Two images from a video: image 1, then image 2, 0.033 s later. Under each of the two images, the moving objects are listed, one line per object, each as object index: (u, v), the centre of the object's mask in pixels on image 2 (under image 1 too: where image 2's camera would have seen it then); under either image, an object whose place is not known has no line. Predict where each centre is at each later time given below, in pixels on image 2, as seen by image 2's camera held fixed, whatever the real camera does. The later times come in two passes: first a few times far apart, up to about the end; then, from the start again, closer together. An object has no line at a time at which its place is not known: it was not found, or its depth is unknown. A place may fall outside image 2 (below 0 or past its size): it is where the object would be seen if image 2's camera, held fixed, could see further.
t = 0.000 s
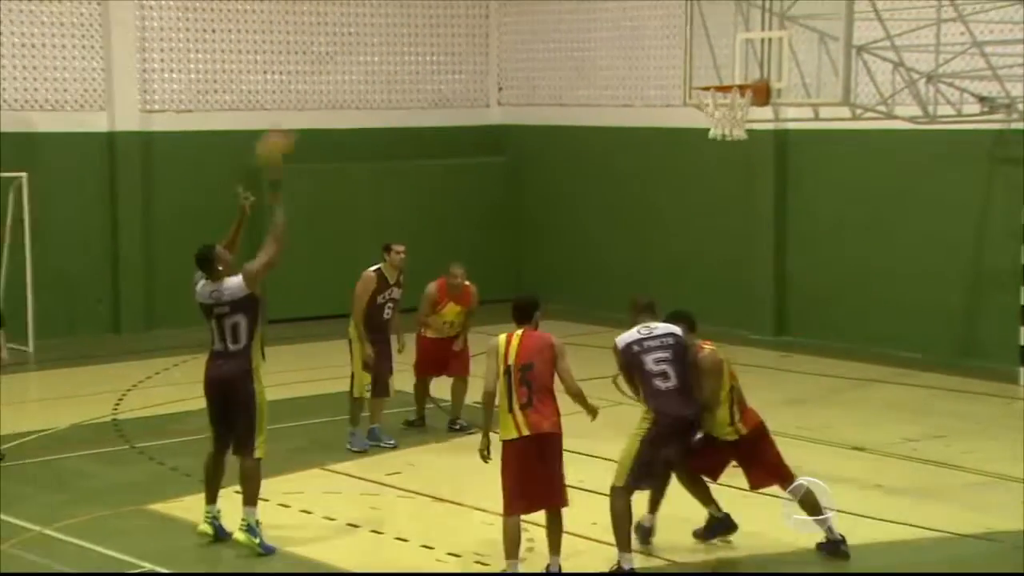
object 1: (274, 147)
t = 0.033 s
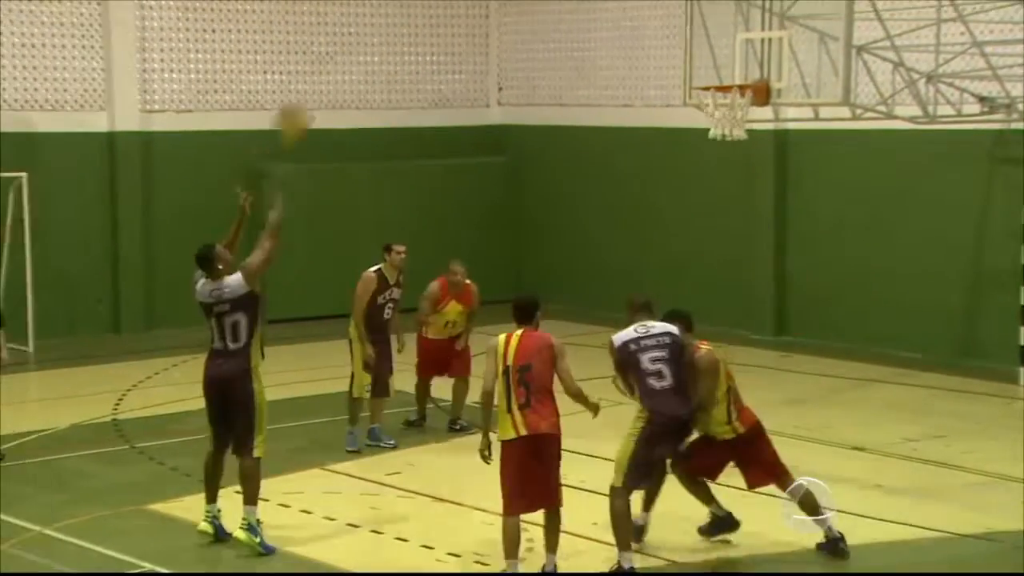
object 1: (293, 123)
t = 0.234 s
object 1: (390, 12)
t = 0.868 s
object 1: (669, 26)
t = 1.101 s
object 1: (744, 116)
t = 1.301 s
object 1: (770, 178)
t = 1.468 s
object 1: (789, 262)
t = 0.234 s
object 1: (390, 12)
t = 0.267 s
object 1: (408, 4)
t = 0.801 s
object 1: (640, 7)
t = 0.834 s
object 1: (656, 15)
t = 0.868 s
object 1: (669, 26)
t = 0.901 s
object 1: (680, 43)
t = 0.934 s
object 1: (693, 58)
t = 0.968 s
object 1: (704, 76)
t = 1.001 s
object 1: (724, 96)
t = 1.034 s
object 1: (738, 102)
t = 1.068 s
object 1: (744, 115)
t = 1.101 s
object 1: (744, 116)
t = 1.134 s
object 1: (747, 129)
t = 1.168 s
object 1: (753, 137)
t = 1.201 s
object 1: (755, 145)
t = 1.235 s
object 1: (758, 155)
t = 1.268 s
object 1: (766, 167)
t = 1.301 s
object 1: (770, 178)
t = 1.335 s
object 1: (773, 193)
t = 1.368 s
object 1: (778, 211)
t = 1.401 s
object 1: (783, 223)
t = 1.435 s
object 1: (785, 240)
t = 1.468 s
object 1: (789, 262)
